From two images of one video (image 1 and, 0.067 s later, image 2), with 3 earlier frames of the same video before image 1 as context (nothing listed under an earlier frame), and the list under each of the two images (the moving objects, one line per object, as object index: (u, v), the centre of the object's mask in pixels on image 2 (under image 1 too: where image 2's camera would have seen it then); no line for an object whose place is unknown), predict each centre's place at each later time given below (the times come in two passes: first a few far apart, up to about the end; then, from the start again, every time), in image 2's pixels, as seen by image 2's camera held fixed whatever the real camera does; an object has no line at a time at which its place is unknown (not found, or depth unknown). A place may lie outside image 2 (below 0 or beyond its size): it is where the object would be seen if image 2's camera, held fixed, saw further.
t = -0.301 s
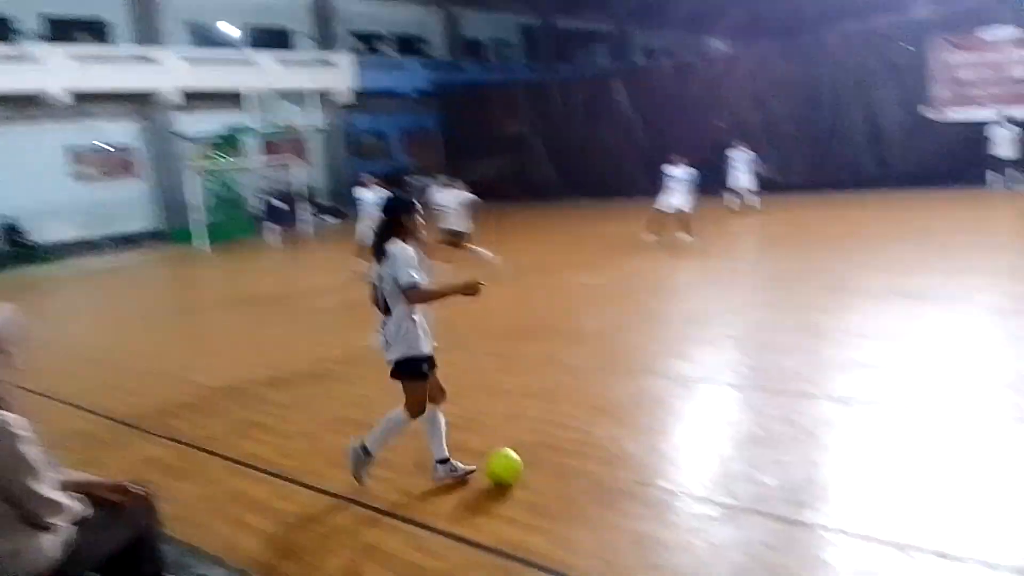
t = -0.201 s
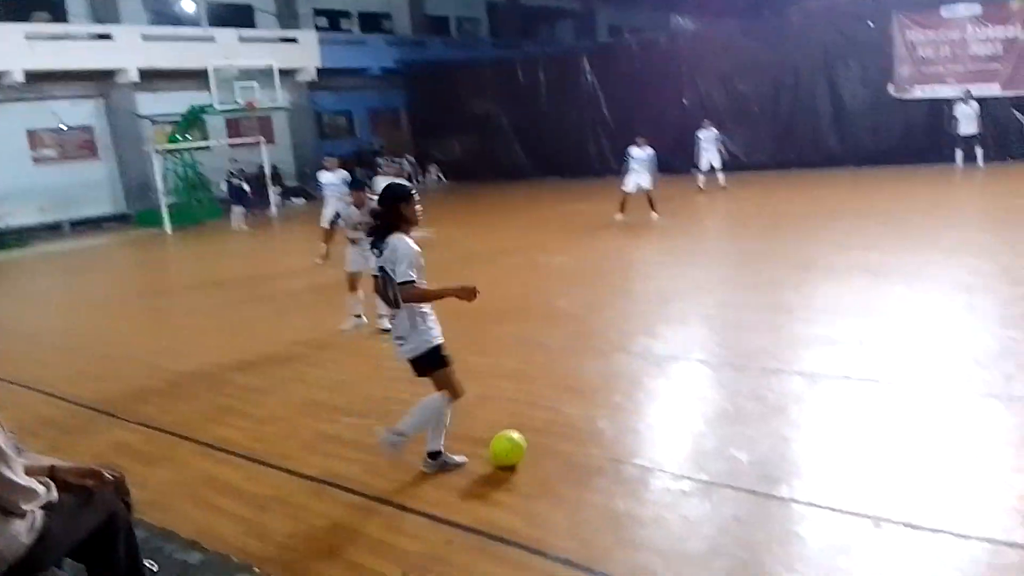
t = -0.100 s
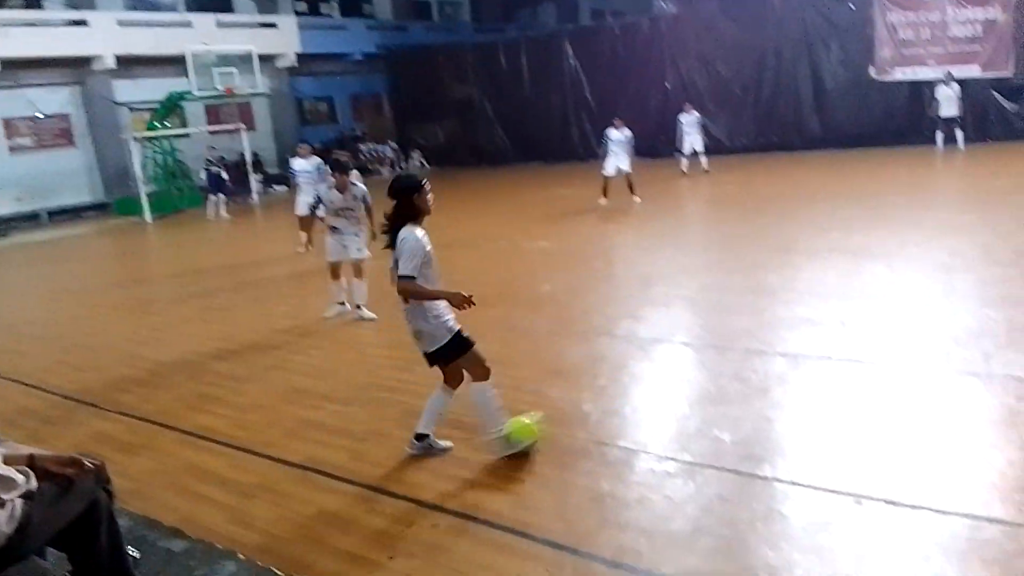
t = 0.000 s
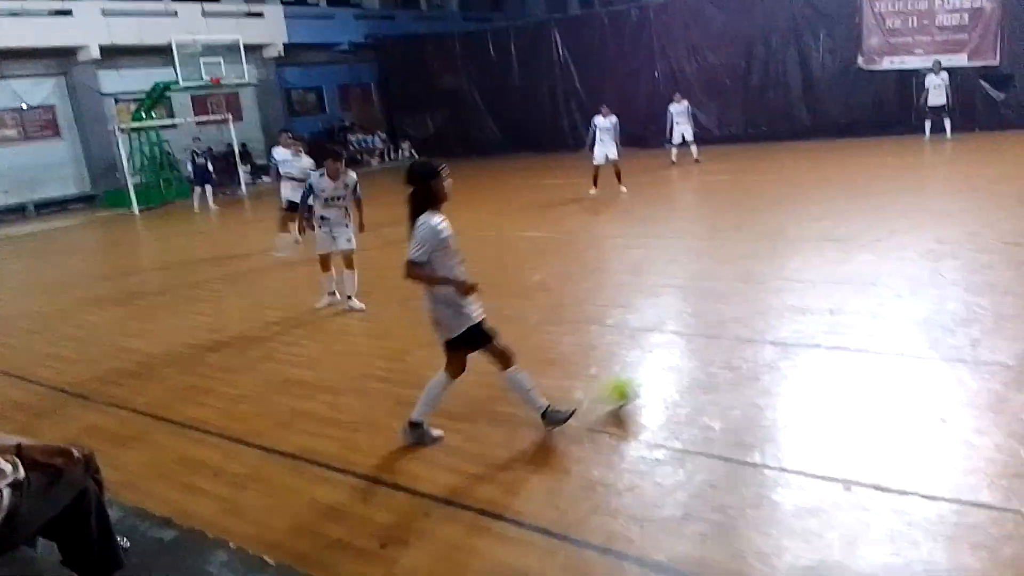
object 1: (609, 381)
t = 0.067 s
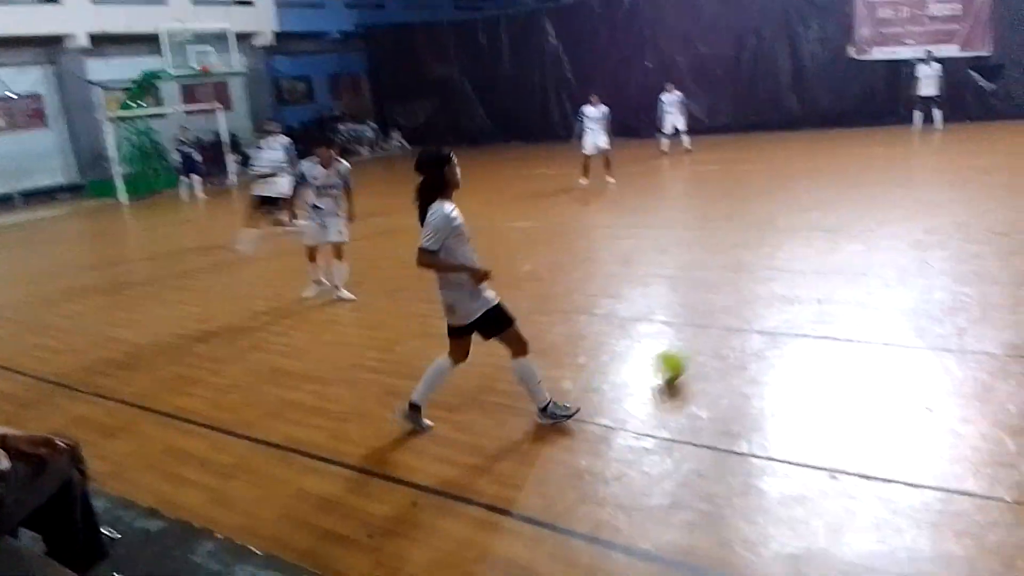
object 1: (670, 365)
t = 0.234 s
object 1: (796, 326)
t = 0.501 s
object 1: (936, 284)
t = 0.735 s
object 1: (1028, 257)
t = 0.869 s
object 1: (1074, 243)
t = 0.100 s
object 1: (701, 355)
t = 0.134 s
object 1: (726, 349)
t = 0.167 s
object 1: (752, 340)
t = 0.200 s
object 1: (775, 333)
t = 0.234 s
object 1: (796, 326)
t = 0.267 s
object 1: (816, 319)
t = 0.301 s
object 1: (837, 313)
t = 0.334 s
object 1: (856, 307)
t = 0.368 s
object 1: (872, 303)
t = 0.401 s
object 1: (889, 297)
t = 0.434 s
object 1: (906, 293)
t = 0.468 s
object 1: (921, 289)
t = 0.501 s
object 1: (936, 284)
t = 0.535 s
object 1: (948, 281)
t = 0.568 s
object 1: (963, 277)
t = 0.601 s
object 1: (977, 272)
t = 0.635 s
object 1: (990, 268)
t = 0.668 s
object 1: (1003, 264)
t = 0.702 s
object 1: (1016, 261)
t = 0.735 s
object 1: (1028, 257)
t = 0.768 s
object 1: (1041, 253)
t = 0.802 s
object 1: (1052, 250)
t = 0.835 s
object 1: (1063, 246)
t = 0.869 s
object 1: (1074, 243)
